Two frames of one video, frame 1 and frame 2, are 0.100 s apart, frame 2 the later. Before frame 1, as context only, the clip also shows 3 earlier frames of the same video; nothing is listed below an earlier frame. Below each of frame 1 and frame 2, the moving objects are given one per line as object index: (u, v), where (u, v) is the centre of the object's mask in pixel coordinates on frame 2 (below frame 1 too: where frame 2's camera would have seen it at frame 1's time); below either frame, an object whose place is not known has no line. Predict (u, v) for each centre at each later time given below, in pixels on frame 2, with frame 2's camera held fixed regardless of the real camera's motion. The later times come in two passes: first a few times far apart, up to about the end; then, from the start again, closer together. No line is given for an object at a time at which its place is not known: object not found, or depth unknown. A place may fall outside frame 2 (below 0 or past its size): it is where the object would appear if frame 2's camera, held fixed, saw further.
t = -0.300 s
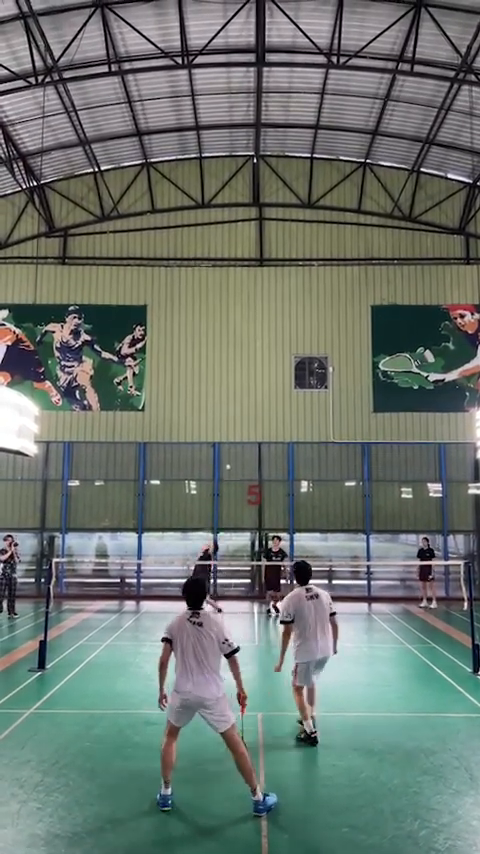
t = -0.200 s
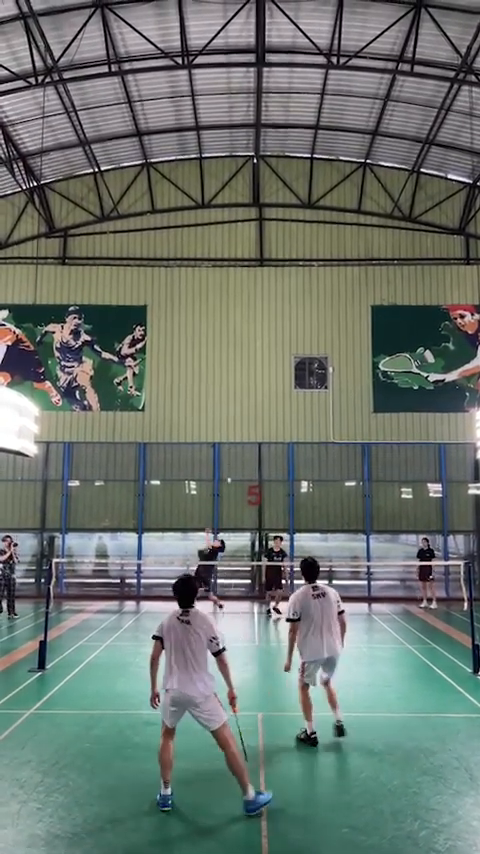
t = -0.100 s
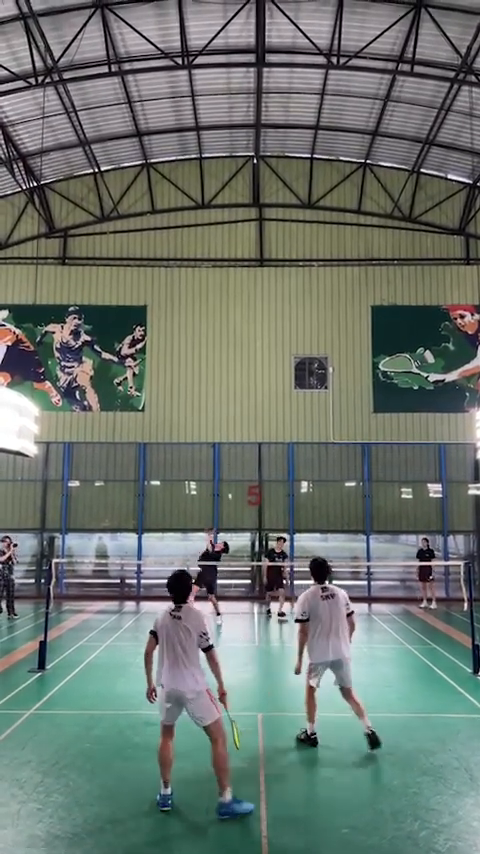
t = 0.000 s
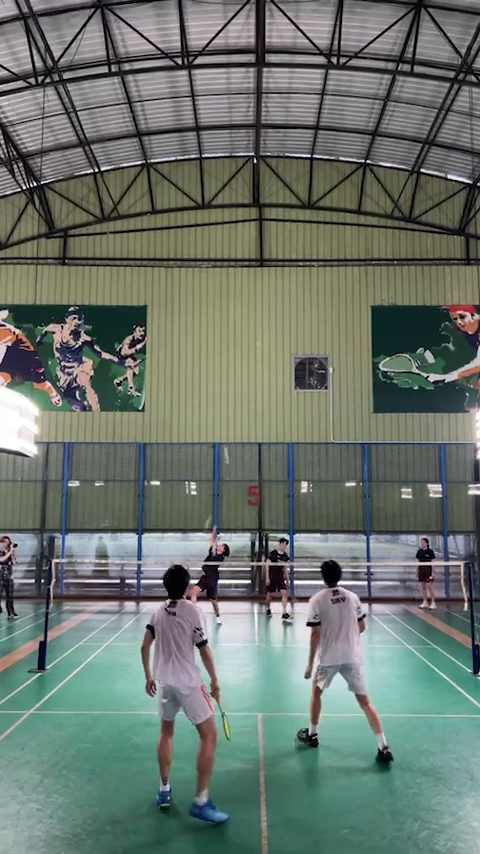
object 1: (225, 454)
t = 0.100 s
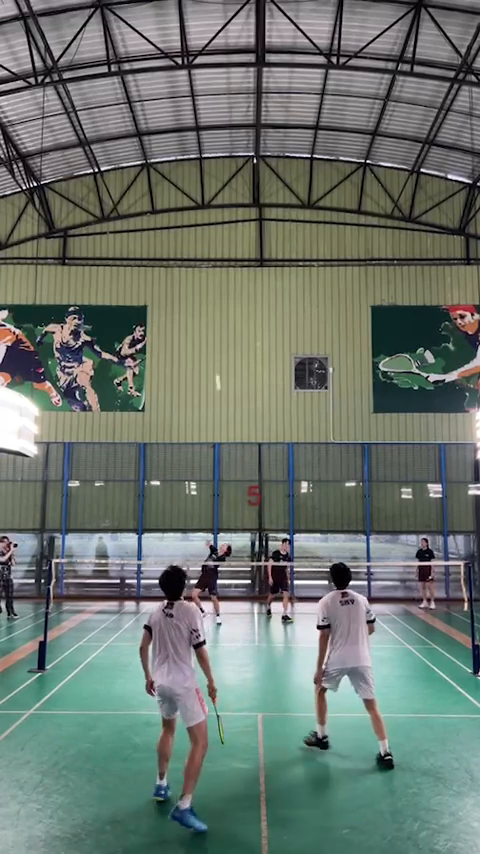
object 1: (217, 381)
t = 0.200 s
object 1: (211, 324)
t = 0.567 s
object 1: (190, 190)
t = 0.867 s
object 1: (169, 159)
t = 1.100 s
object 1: (149, 200)
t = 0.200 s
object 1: (211, 324)
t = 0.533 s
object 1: (192, 197)
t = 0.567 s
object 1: (190, 190)
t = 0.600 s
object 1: (188, 183)
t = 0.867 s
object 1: (169, 159)
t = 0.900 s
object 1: (166, 161)
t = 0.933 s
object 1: (164, 164)
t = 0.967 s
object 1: (161, 168)
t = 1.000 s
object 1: (158, 175)
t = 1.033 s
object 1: (155, 181)
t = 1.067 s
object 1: (152, 190)
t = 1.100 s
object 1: (149, 200)
